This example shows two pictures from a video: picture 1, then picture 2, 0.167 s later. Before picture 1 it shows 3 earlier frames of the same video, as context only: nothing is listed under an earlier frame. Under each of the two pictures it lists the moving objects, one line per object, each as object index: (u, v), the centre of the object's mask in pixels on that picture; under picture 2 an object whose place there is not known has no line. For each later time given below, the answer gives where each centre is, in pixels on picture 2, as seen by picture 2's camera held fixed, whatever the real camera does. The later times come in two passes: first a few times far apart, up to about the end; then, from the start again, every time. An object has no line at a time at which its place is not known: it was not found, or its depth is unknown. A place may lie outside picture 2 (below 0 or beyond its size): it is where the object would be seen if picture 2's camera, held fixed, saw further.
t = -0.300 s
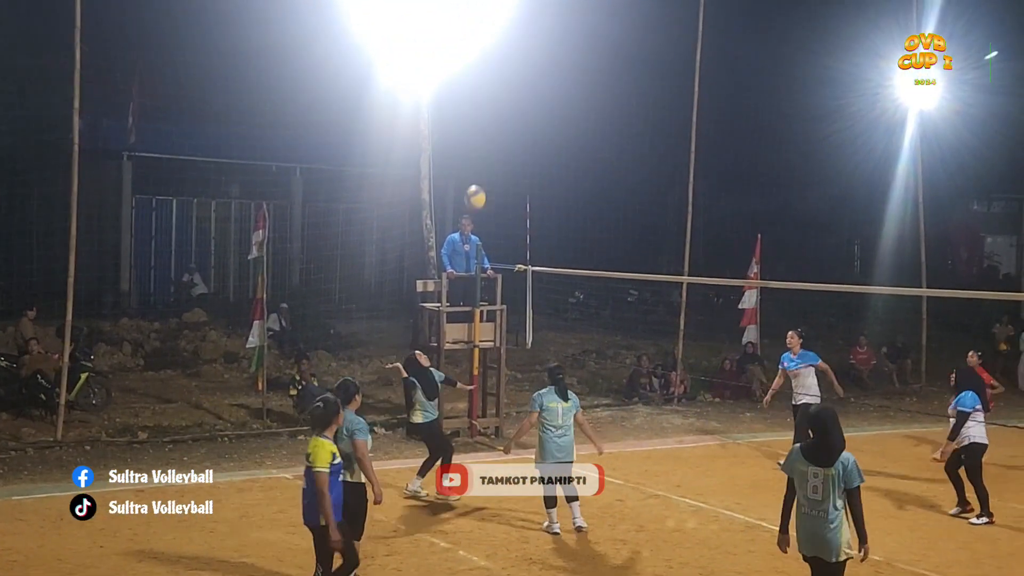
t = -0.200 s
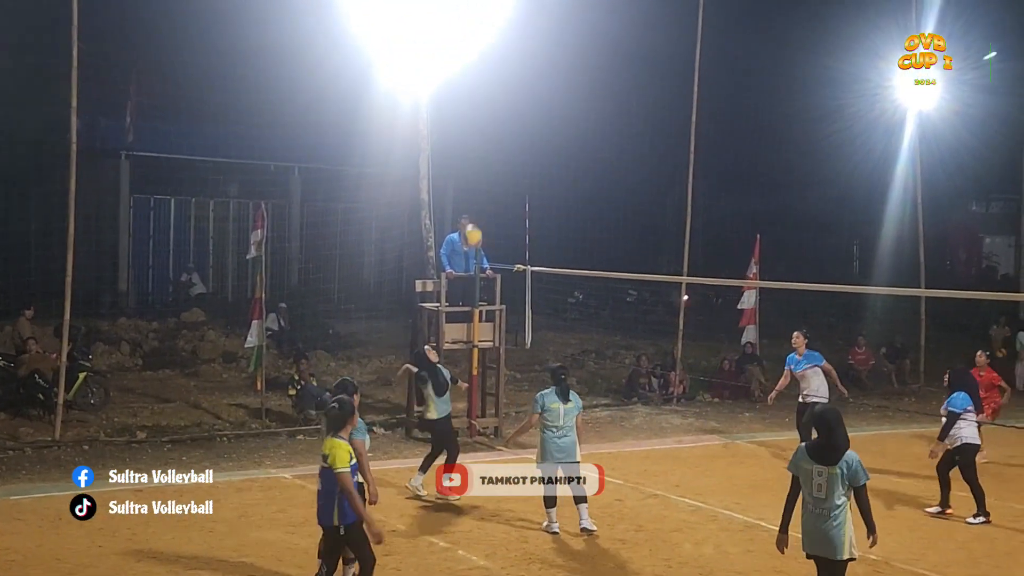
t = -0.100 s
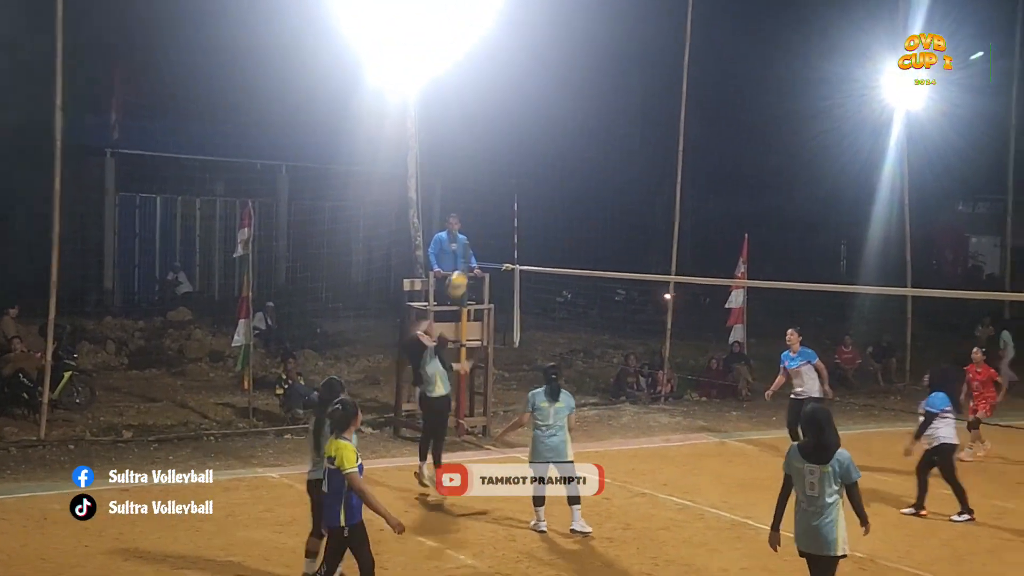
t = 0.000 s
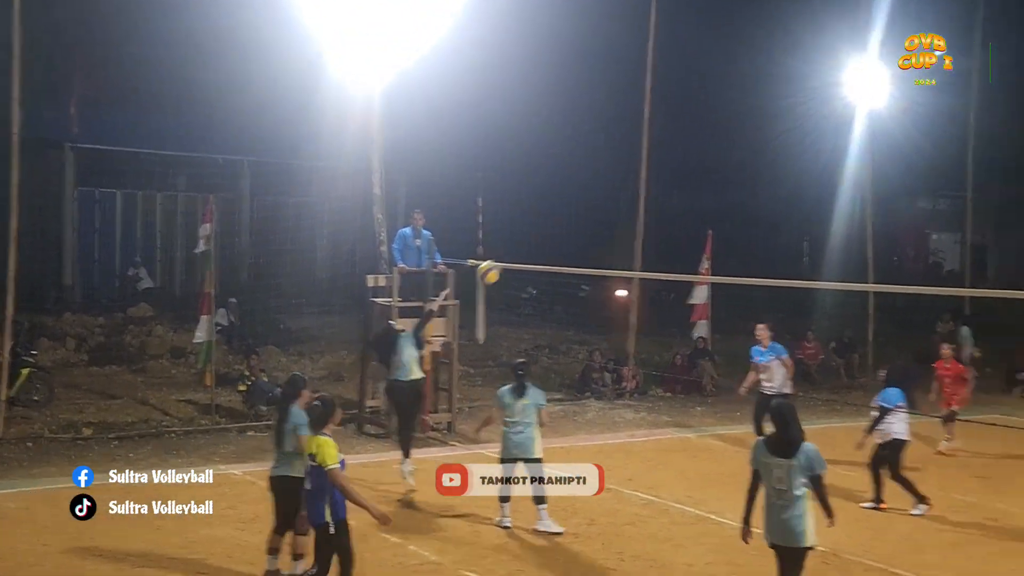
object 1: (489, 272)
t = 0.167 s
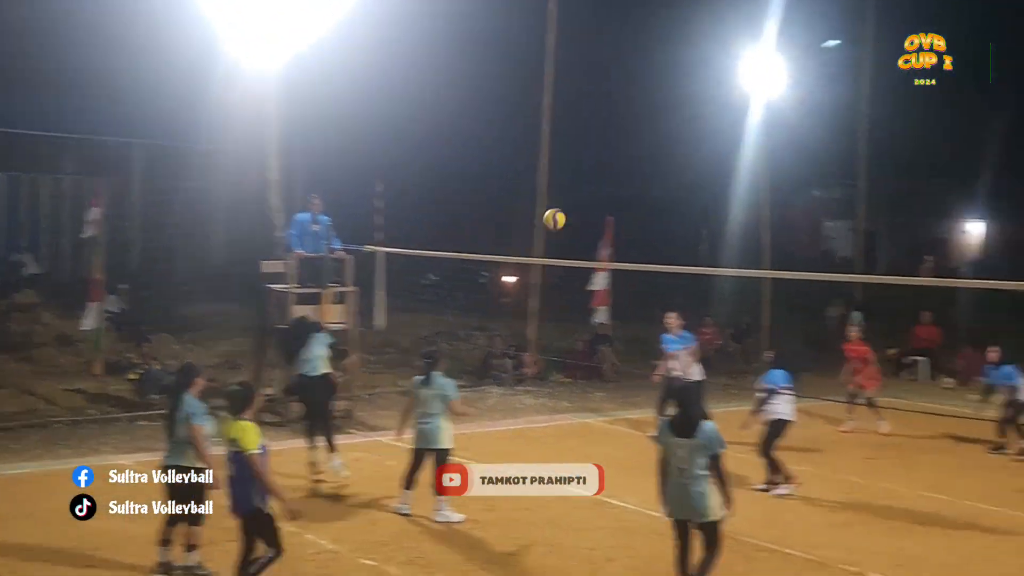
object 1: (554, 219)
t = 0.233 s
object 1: (616, 213)
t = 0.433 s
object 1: (795, 221)
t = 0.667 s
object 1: (990, 275)
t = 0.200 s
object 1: (585, 216)
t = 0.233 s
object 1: (616, 213)
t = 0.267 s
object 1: (647, 211)
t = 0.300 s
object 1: (677, 211)
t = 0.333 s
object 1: (707, 212)
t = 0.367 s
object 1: (736, 214)
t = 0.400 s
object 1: (766, 217)
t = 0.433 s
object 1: (795, 221)
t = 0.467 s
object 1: (824, 227)
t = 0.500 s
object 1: (853, 234)
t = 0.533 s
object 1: (880, 241)
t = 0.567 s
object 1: (908, 250)
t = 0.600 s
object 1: (936, 260)
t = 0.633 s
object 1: (965, 269)
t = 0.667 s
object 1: (990, 275)
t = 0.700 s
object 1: (1018, 297)
